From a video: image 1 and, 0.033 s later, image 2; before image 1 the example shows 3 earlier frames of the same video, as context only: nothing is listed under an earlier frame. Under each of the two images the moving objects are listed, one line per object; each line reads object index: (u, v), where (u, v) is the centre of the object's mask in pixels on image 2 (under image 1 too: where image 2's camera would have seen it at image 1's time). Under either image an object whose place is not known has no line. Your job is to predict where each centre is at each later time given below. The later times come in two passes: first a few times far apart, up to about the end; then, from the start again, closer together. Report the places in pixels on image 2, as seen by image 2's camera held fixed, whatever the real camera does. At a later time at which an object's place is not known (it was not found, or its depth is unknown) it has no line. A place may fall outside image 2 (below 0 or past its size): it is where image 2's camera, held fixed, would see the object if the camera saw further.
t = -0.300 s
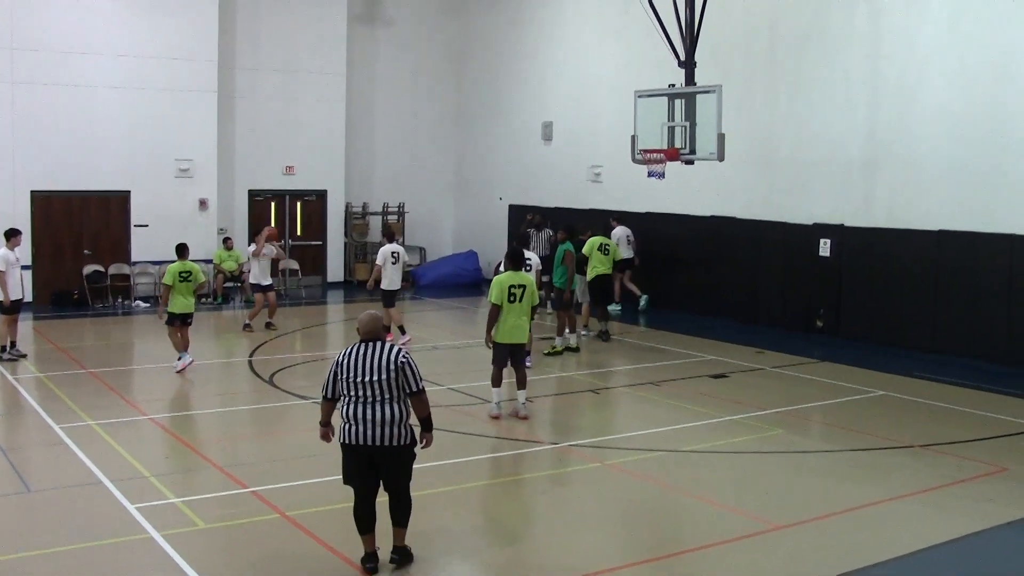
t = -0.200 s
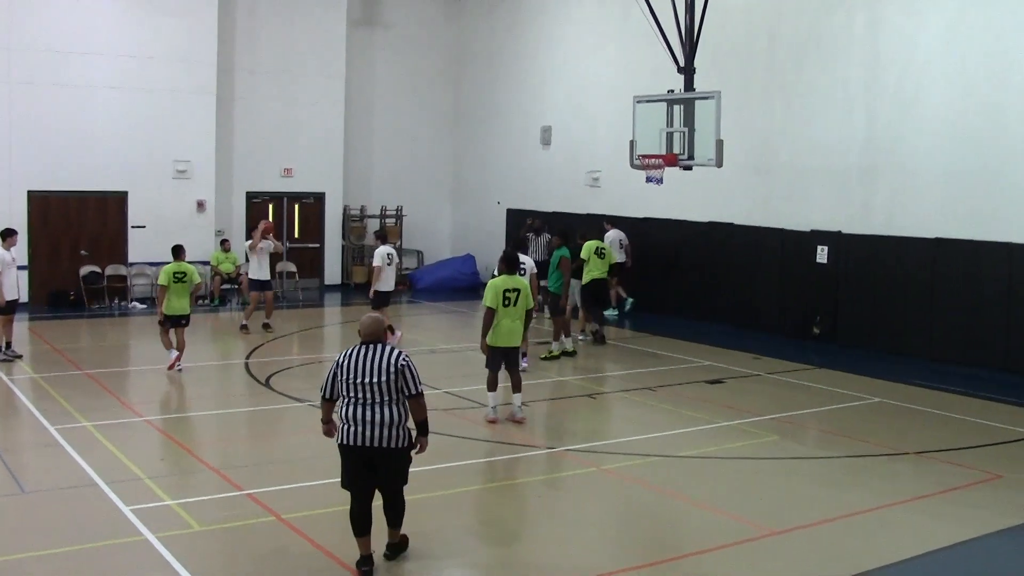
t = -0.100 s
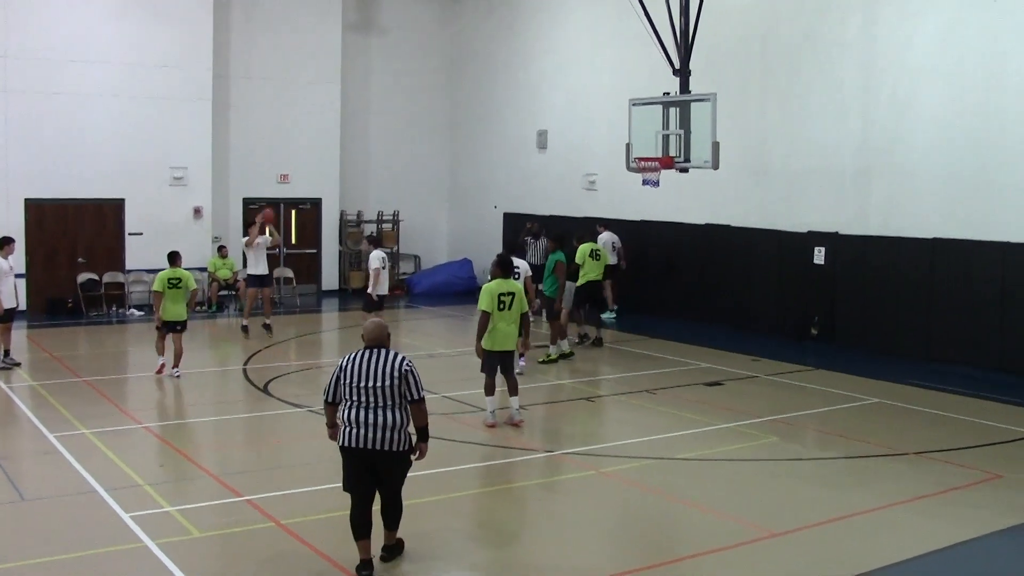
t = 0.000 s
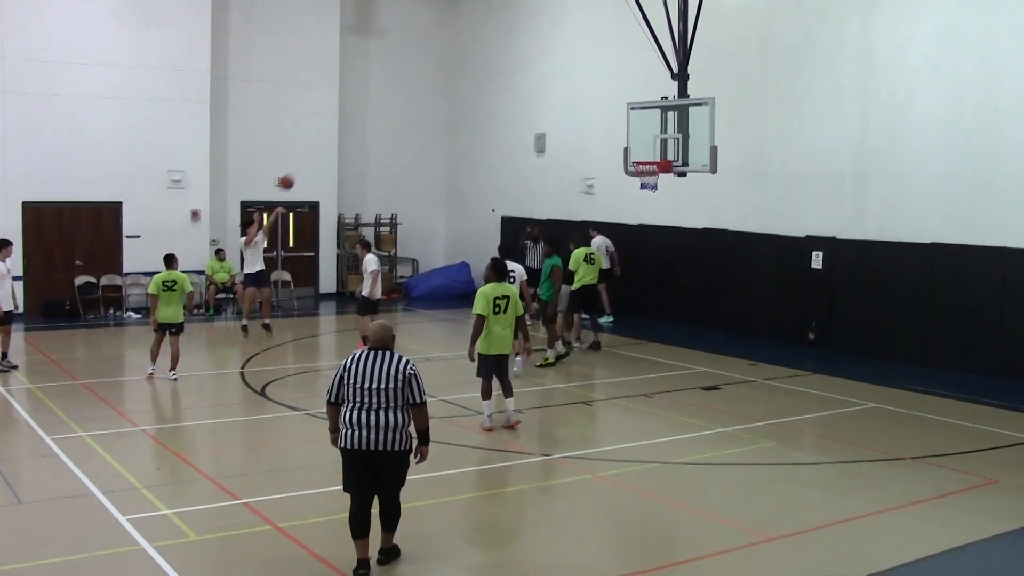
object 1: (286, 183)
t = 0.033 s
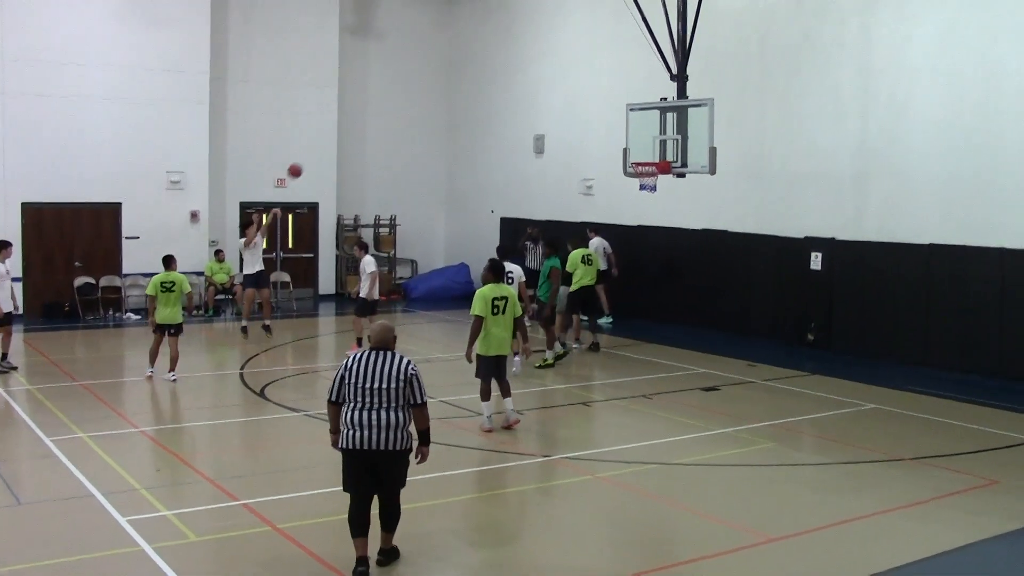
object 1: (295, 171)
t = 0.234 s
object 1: (351, 108)
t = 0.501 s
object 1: (428, 60)
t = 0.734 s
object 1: (496, 54)
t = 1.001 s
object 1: (576, 90)
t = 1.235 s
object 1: (647, 158)
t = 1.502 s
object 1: (666, 209)
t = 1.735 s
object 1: (673, 274)
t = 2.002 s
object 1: (674, 330)
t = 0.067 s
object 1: (304, 159)
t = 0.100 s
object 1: (313, 147)
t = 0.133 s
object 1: (323, 136)
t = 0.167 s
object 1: (332, 126)
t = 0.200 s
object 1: (341, 116)
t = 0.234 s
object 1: (351, 108)
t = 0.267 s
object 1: (361, 99)
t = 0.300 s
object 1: (370, 92)
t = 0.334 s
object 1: (380, 85)
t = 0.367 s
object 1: (389, 78)
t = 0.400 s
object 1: (399, 73)
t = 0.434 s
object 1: (409, 68)
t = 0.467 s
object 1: (419, 63)
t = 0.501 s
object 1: (428, 60)
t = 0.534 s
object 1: (438, 57)
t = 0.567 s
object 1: (447, 54)
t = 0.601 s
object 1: (457, 53)
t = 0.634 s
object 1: (467, 52)
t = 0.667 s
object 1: (477, 52)
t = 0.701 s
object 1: (487, 52)
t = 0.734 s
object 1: (496, 54)
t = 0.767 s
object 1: (506, 55)
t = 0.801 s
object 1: (516, 58)
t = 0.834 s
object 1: (526, 61)
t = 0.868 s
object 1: (536, 65)
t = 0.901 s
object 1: (547, 70)
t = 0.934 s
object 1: (556, 76)
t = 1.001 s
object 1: (576, 90)
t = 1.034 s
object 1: (587, 98)
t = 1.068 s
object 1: (597, 106)
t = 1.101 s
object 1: (607, 117)
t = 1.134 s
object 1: (617, 127)
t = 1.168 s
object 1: (627, 138)
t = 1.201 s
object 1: (637, 149)
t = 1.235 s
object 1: (647, 158)
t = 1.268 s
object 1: (654, 174)
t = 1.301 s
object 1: (658, 181)
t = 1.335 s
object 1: (659, 183)
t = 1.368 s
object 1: (660, 187)
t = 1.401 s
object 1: (662, 191)
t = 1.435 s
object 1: (663, 196)
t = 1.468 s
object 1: (665, 203)
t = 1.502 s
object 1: (666, 209)
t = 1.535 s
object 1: (666, 217)
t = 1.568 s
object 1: (667, 225)
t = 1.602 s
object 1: (668, 234)
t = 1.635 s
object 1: (670, 242)
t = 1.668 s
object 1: (671, 253)
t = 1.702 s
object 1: (672, 263)
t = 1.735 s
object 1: (673, 274)
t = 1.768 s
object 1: (674, 286)
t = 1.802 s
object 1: (674, 299)
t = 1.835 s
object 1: (675, 312)
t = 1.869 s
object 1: (677, 324)
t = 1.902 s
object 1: (678, 340)
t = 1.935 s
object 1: (678, 352)
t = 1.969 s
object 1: (676, 340)
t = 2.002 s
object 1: (674, 330)
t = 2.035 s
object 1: (672, 320)
